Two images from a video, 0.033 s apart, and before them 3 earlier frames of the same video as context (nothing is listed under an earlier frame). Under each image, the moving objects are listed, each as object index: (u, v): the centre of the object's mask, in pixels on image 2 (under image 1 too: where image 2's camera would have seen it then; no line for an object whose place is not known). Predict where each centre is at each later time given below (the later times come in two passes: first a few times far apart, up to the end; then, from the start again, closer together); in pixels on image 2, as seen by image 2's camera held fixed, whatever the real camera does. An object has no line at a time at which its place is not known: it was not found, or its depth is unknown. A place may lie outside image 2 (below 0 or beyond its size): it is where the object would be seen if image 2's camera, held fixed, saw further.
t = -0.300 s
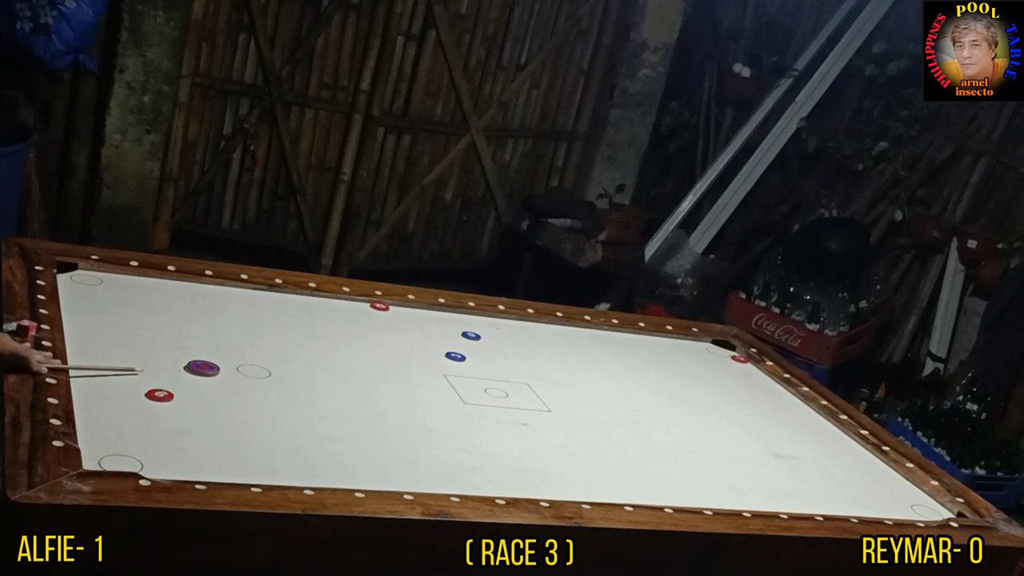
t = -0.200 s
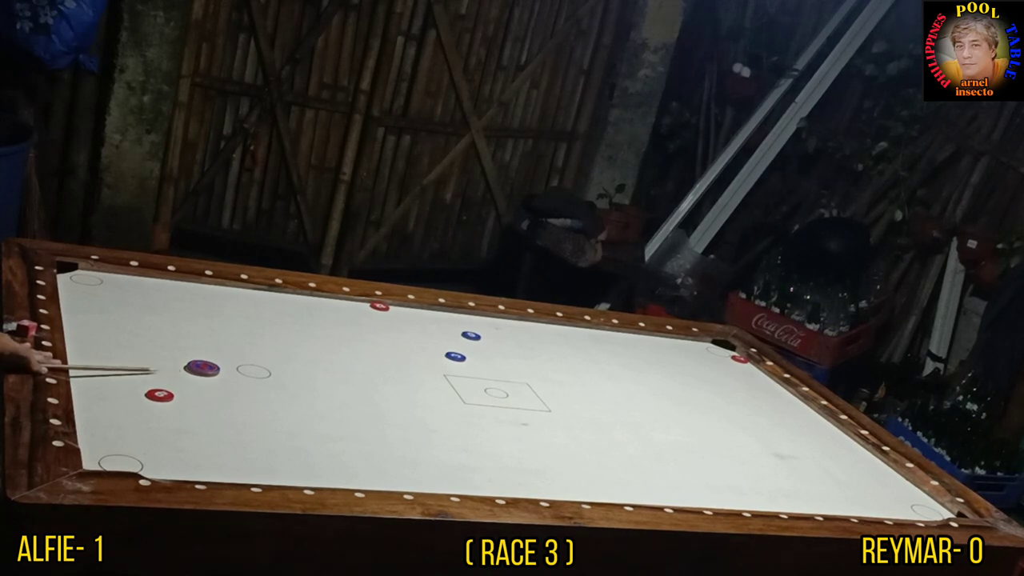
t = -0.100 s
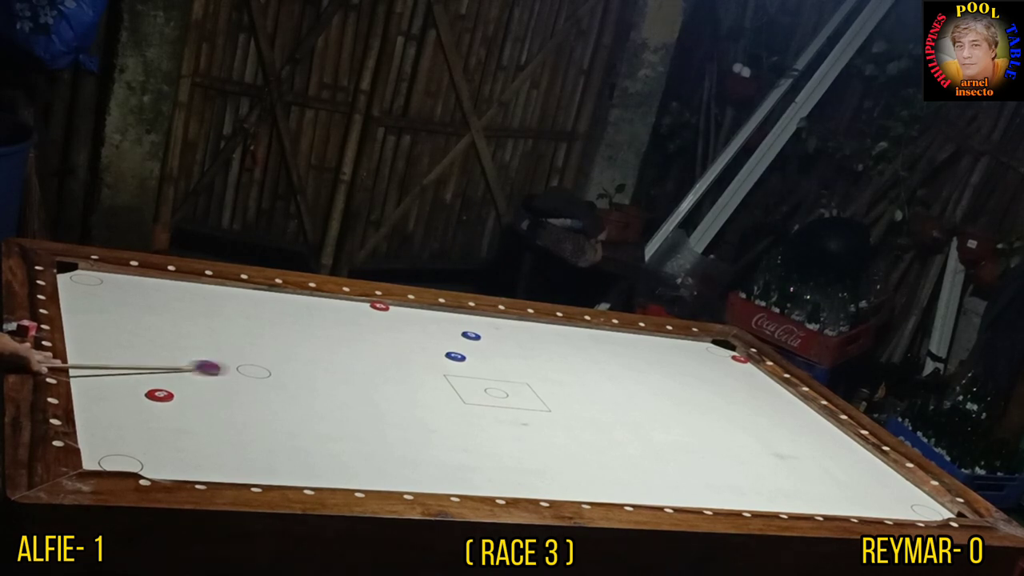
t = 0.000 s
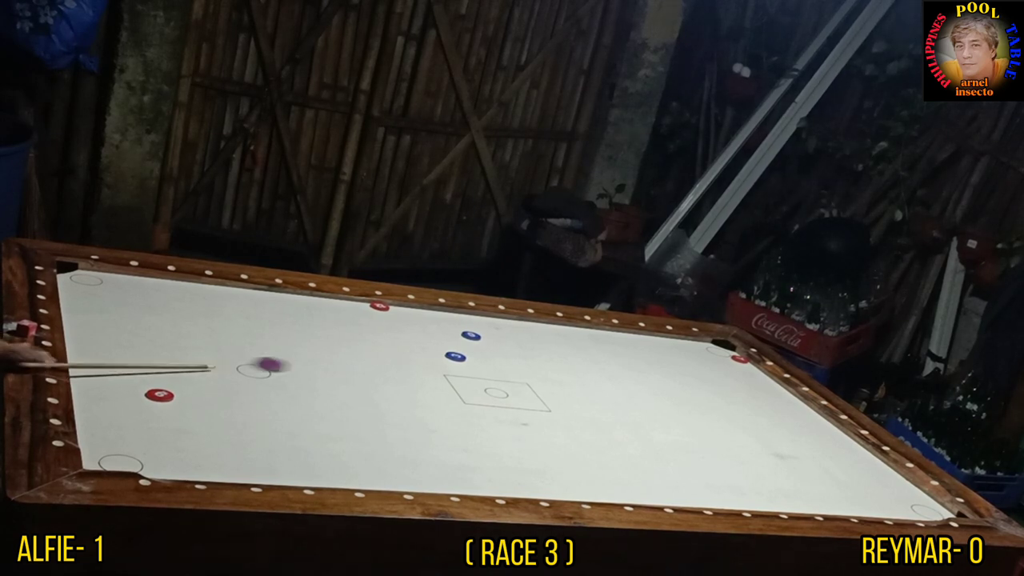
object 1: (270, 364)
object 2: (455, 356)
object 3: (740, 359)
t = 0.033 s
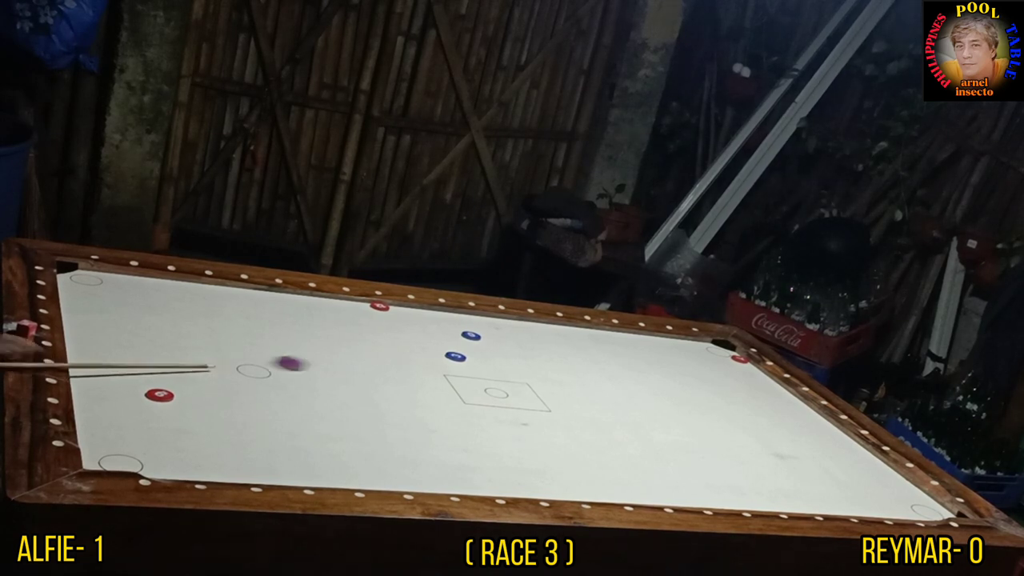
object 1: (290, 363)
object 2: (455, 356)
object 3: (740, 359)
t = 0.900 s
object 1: (519, 344)
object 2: (725, 352)
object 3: (741, 359)
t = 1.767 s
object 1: (549, 336)
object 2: (630, 379)
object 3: (714, 372)
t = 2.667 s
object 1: (549, 336)
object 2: (576, 391)
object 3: (713, 372)
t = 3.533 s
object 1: (549, 336)
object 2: (576, 390)
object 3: (713, 372)
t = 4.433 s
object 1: (549, 336)
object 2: (576, 391)
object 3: (713, 371)
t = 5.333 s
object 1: (549, 336)
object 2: (576, 390)
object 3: (713, 372)
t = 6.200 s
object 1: (549, 336)
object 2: (577, 390)
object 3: (713, 372)
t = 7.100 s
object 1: (549, 336)
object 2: (577, 391)
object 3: (713, 372)
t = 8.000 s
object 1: (549, 336)
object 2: (576, 390)
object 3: (713, 371)
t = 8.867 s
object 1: (549, 336)
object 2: (576, 390)
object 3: (713, 372)
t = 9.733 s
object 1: (549, 336)
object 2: (576, 390)
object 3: (713, 372)
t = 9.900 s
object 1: (549, 336)
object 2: (576, 390)
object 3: (713, 372)
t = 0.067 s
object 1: (309, 362)
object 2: (455, 356)
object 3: (740, 359)
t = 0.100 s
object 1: (326, 361)
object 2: (455, 356)
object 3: (740, 358)
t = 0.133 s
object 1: (343, 360)
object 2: (455, 356)
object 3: (740, 358)
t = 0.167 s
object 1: (360, 359)
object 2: (455, 356)
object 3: (740, 358)
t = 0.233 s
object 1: (393, 357)
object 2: (455, 356)
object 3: (740, 358)
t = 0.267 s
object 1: (408, 357)
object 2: (455, 356)
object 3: (740, 358)
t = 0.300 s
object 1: (423, 356)
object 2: (455, 356)
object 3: (740, 358)
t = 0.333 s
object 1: (436, 355)
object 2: (461, 356)
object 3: (740, 358)
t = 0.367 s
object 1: (442, 354)
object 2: (481, 355)
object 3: (740, 358)
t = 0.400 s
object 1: (449, 353)
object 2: (501, 355)
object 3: (740, 358)
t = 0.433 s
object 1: (455, 352)
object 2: (520, 355)
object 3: (740, 358)
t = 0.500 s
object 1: (467, 351)
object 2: (555, 355)
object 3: (740, 358)
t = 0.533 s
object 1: (472, 351)
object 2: (573, 355)
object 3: (740, 358)
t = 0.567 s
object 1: (478, 350)
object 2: (589, 355)
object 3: (740, 358)
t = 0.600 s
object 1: (483, 349)
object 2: (606, 354)
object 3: (740, 358)
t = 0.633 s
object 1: (488, 348)
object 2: (621, 354)
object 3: (740, 358)
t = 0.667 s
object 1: (492, 348)
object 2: (636, 354)
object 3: (740, 358)
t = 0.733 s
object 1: (501, 347)
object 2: (665, 354)
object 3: (740, 358)
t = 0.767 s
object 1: (505, 346)
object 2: (678, 353)
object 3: (740, 358)
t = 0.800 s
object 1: (509, 345)
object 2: (691, 353)
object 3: (740, 358)
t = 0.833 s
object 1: (512, 345)
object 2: (704, 353)
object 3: (740, 358)
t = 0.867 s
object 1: (516, 344)
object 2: (716, 353)
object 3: (740, 358)
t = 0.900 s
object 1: (519, 344)
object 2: (725, 352)
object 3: (741, 359)
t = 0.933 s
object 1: (522, 343)
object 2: (723, 348)
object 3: (740, 360)
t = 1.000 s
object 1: (528, 342)
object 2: (709, 347)
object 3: (736, 362)
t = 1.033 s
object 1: (530, 342)
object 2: (706, 349)
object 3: (735, 363)
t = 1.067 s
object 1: (532, 341)
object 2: (703, 351)
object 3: (733, 364)
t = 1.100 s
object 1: (535, 341)
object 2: (699, 352)
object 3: (732, 365)
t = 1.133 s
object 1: (536, 341)
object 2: (695, 354)
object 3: (731, 366)
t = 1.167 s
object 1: (539, 340)
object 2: (692, 356)
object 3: (729, 367)
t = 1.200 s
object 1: (540, 340)
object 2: (688, 357)
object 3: (728, 368)
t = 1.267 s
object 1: (543, 339)
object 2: (681, 360)
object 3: (726, 369)
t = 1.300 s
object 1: (544, 339)
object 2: (678, 361)
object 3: (725, 369)
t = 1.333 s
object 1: (545, 338)
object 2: (674, 363)
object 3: (724, 369)
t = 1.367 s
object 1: (546, 338)
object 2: (670, 364)
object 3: (723, 370)
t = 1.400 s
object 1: (547, 338)
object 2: (667, 366)
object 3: (722, 370)
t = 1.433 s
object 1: (548, 337)
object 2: (663, 367)
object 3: (721, 371)
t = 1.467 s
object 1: (548, 337)
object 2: (660, 369)
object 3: (720, 371)
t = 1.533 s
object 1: (549, 336)
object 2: (652, 371)
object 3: (719, 371)
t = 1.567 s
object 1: (549, 336)
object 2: (649, 373)
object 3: (718, 371)
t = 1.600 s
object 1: (549, 336)
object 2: (646, 374)
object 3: (717, 372)
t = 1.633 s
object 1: (549, 336)
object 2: (643, 375)
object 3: (716, 372)
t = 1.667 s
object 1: (549, 336)
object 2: (640, 376)
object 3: (716, 372)
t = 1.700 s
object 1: (550, 336)
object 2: (636, 377)
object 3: (715, 372)
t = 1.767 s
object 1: (549, 336)
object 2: (630, 379)
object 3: (714, 372)
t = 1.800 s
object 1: (549, 336)
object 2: (627, 380)
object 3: (714, 372)
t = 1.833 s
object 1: (549, 336)
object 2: (624, 381)
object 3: (714, 372)
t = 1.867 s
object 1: (549, 336)
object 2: (621, 382)
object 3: (714, 372)
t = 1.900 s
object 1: (550, 336)
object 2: (619, 383)
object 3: (713, 372)
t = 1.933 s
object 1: (549, 336)
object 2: (616, 384)
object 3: (713, 372)
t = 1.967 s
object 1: (549, 336)
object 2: (613, 385)
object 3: (713, 372)
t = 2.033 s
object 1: (549, 336)
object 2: (607, 386)
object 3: (713, 372)
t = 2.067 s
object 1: (550, 336)
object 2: (604, 387)
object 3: (713, 372)
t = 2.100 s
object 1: (550, 336)
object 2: (602, 387)
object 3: (713, 372)
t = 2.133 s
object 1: (549, 336)
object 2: (599, 388)
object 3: (713, 372)
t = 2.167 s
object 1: (549, 336)
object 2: (597, 389)
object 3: (713, 372)
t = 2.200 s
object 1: (549, 336)
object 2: (594, 390)
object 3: (713, 372)
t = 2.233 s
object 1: (549, 336)
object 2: (592, 390)
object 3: (713, 372)
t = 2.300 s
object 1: (549, 336)
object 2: (587, 391)
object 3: (713, 372)
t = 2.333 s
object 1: (549, 336)
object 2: (585, 391)
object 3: (713, 372)
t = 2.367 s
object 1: (549, 336)
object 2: (583, 392)
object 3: (713, 372)
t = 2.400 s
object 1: (549, 336)
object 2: (581, 392)
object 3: (713, 372)
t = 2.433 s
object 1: (549, 336)
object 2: (580, 392)
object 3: (713, 372)
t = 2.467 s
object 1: (549, 336)
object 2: (579, 392)
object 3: (713, 372)
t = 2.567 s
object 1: (549, 336)
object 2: (578, 392)
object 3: (713, 372)
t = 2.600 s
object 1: (549, 336)
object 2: (577, 392)
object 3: (713, 372)
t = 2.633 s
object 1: (549, 336)
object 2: (577, 391)
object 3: (713, 372)
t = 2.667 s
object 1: (549, 336)
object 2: (576, 391)
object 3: (713, 372)
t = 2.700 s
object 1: (549, 336)
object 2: (576, 391)
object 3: (713, 372)
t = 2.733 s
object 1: (549, 336)
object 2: (576, 391)
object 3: (713, 372)
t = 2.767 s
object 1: (549, 336)
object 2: (576, 391)
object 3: (713, 372)
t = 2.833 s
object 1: (549, 336)
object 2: (576, 391)
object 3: (713, 372)
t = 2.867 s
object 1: (549, 336)
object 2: (576, 391)
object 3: (713, 372)
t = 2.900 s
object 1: (549, 336)
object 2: (576, 391)
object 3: (713, 372)
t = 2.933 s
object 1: (549, 336)
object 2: (576, 391)
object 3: (713, 372)
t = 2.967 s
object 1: (549, 336)
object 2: (576, 391)
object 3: (713, 372)
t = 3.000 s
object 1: (549, 336)
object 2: (576, 391)
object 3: (713, 372)
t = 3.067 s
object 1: (549, 336)
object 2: (576, 391)
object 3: (713, 372)
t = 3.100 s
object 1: (549, 336)
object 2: (576, 391)
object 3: (713, 372)
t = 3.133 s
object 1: (549, 336)
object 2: (576, 391)
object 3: (713, 372)
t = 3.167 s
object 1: (549, 336)
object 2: (576, 391)
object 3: (713, 372)
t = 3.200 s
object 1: (549, 336)
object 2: (576, 391)
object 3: (713, 372)
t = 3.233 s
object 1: (549, 336)
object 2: (576, 391)
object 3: (713, 372)
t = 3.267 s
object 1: (549, 336)
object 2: (576, 391)
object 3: (713, 372)
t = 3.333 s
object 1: (549, 336)
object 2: (576, 391)
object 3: (713, 372)
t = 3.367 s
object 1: (549, 336)
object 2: (576, 391)
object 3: (713, 372)
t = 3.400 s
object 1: (549, 336)
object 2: (576, 391)
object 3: (713, 372)
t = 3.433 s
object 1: (549, 336)
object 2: (576, 391)
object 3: (713, 372)
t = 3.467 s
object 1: (549, 336)
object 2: (576, 391)
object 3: (713, 372)
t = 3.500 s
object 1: (549, 336)
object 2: (576, 391)
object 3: (713, 372)
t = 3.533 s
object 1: (549, 336)
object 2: (576, 390)
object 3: (713, 372)
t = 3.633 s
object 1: (549, 336)
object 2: (576, 391)
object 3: (713, 371)
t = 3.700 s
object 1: (549, 336)
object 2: (576, 391)
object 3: (713, 371)
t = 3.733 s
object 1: (549, 336)
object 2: (576, 391)
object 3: (713, 371)
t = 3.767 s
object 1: (549, 336)
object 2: (576, 391)
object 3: (713, 371)
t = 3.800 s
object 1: (549, 336)
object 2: (576, 391)
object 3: (713, 371)
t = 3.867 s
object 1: (549, 336)
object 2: (576, 391)
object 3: (713, 371)
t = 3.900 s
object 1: (549, 336)
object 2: (576, 391)
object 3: (713, 371)
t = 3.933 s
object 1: (549, 336)
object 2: (576, 391)
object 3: (713, 371)
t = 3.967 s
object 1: (549, 336)
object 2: (576, 391)
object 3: (713, 371)
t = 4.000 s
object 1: (549, 336)
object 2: (576, 391)
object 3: (713, 371)
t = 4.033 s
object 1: (549, 336)
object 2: (576, 391)
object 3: (713, 371)
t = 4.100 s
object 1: (549, 336)
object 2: (576, 391)
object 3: (713, 371)
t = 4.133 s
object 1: (549, 336)
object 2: (576, 391)
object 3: (713, 371)
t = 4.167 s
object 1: (549, 336)
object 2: (576, 391)
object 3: (713, 371)
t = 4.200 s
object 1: (549, 336)
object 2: (576, 391)
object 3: (713, 371)
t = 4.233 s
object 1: (549, 336)
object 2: (576, 391)
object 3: (713, 371)
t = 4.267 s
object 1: (549, 336)
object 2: (576, 391)
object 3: (713, 371)
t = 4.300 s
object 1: (549, 336)
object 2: (576, 391)
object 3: (713, 371)
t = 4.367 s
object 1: (549, 336)
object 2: (576, 391)
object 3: (713, 371)
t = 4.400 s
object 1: (549, 336)
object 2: (576, 391)
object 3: (713, 371)
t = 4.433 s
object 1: (549, 336)
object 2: (576, 391)
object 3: (713, 371)
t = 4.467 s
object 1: (549, 336)
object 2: (576, 391)
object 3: (713, 371)
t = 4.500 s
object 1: (549, 336)
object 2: (576, 391)
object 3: (713, 371)
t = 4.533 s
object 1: (549, 336)
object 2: (576, 391)
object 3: (713, 371)
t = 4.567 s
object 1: (549, 336)
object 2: (576, 391)
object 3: (713, 371)
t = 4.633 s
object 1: (549, 336)
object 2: (576, 390)
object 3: (713, 371)
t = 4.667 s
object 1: (549, 336)
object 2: (576, 391)
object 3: (713, 371)
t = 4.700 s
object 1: (549, 336)
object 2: (576, 390)
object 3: (713, 371)
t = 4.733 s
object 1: (549, 336)
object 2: (576, 390)
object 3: (712, 371)
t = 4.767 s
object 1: (549, 336)
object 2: (576, 390)
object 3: (713, 371)
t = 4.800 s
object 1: (549, 336)
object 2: (576, 390)
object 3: (713, 371)
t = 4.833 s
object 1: (549, 336)
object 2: (576, 391)
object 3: (713, 371)
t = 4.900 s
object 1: (549, 336)
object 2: (576, 390)
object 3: (713, 371)
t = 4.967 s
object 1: (549, 336)
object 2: (576, 390)
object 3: (713, 371)
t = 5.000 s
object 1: (549, 336)
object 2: (576, 390)
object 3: (713, 371)
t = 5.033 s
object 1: (549, 336)
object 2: (576, 390)
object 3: (713, 371)
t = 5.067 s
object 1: (549, 336)
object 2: (576, 390)
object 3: (713, 371)
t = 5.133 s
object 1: (549, 336)
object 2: (576, 390)
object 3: (713, 371)
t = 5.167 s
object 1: (549, 336)
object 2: (576, 390)
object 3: (713, 371)
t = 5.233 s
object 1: (549, 336)
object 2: (576, 390)
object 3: (713, 371)
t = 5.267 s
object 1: (549, 336)
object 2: (576, 390)
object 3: (713, 371)
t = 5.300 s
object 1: (549, 336)
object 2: (576, 390)
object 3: (713, 372)
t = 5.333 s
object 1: (549, 336)
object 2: (576, 390)
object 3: (713, 372)
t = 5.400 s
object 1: (549, 336)
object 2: (576, 390)
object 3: (713, 372)
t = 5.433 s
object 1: (549, 336)
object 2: (576, 390)
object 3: (713, 372)
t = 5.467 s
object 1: (549, 336)
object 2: (577, 390)
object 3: (713, 371)
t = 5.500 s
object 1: (549, 336)
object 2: (577, 390)
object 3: (713, 371)
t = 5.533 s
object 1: (549, 336)
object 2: (577, 390)
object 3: (713, 371)
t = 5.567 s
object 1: (549, 336)
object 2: (576, 390)
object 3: (713, 371)
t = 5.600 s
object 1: (549, 336)
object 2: (577, 390)
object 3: (713, 371)
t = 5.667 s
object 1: (549, 336)
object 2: (576, 390)
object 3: (713, 371)
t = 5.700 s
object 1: (549, 336)
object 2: (577, 390)
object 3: (713, 371)
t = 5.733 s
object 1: (549, 336)
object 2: (577, 390)
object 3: (713, 372)
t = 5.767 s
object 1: (549, 336)
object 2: (577, 390)
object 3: (713, 372)
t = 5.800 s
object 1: (549, 336)
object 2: (577, 390)
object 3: (713, 372)
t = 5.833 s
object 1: (549, 336)
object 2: (577, 390)
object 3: (713, 372)
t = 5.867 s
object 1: (549, 336)
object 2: (577, 390)
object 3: (713, 372)
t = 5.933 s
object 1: (549, 336)
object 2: (577, 390)
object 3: (713, 372)
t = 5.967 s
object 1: (549, 336)
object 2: (577, 390)
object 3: (713, 372)
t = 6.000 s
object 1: (549, 336)
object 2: (577, 390)
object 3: (713, 372)
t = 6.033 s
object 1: (549, 336)
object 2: (577, 390)
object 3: (713, 372)
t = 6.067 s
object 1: (549, 336)
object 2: (577, 390)
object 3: (713, 372)
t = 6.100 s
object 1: (549, 336)
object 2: (577, 390)
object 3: (713, 372)
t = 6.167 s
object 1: (549, 336)
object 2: (577, 390)
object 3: (713, 372)
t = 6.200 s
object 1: (549, 336)
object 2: (577, 390)
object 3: (713, 372)
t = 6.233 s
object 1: (549, 336)
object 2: (577, 390)
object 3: (713, 372)
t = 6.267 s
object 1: (549, 336)
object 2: (577, 390)
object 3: (713, 372)
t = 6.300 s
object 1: (549, 336)
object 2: (577, 390)
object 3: (713, 372)
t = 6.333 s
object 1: (549, 336)
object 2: (577, 390)
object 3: (713, 372)
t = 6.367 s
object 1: (549, 336)
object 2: (577, 390)
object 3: (713, 372)
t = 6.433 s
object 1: (549, 336)
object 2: (577, 390)
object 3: (713, 372)
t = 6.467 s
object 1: (549, 336)
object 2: (577, 390)
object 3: (713, 372)
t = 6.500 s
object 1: (549, 336)
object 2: (577, 390)
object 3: (713, 372)
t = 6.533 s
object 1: (549, 336)
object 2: (576, 390)
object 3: (713, 372)
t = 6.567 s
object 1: (549, 336)
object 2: (577, 390)
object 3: (713, 372)
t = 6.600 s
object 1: (549, 336)
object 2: (577, 390)
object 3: (713, 372)
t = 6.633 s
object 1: (549, 336)
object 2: (577, 390)
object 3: (713, 372)
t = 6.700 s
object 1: (549, 336)
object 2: (577, 390)
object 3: (713, 372)
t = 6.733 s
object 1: (549, 336)
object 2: (577, 390)
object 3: (713, 372)
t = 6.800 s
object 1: (549, 336)
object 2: (577, 390)
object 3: (713, 372)
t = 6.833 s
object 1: (549, 336)
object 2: (577, 390)
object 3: (713, 372)
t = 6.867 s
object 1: (549, 336)
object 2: (577, 390)
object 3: (713, 372)
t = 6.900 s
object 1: (549, 336)
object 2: (577, 390)
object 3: (713, 372)
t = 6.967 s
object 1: (549, 336)
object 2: (577, 390)
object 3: (713, 372)
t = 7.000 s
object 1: (549, 336)
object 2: (577, 390)
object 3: (713, 372)
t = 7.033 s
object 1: (549, 336)
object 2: (577, 391)
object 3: (713, 372)
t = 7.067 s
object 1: (549, 336)
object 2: (577, 390)
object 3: (713, 372)
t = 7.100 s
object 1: (549, 336)
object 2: (577, 391)
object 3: (713, 372)
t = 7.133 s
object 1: (549, 336)
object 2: (577, 390)
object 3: (713, 372)
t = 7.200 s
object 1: (549, 336)
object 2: (576, 391)
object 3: (713, 372)
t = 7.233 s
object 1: (549, 336)
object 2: (577, 391)
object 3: (713, 372)
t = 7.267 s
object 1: (549, 336)
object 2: (576, 391)
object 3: (713, 372)
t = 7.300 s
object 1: (549, 336)
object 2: (577, 391)
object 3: (713, 372)
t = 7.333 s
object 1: (549, 336)
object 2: (576, 391)
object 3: (713, 372)
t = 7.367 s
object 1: (549, 336)
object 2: (577, 391)
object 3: (713, 372)
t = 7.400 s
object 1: (549, 336)
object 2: (576, 391)
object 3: (713, 372)
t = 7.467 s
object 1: (549, 336)
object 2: (576, 391)
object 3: (713, 372)
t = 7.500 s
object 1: (549, 336)
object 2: (576, 390)
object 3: (713, 372)
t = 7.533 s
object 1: (549, 336)
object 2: (576, 390)
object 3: (713, 372)
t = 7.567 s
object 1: (549, 336)
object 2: (576, 391)
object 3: (713, 372)
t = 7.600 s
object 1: (549, 336)
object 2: (576, 390)
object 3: (713, 372)
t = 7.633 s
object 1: (549, 336)
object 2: (576, 391)
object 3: (713, 372)
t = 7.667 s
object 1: (549, 336)
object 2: (576, 391)
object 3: (713, 372)
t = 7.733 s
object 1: (549, 336)
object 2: (576, 391)
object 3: (713, 372)
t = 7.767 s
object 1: (549, 336)
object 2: (576, 390)
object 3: (713, 372)
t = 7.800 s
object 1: (549, 336)
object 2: (576, 390)
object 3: (713, 372)
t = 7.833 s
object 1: (549, 336)
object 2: (576, 390)
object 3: (713, 371)
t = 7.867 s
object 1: (549, 336)
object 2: (576, 390)
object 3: (713, 371)
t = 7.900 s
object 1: (549, 336)
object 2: (576, 390)
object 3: (713, 371)
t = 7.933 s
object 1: (549, 336)
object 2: (576, 390)
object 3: (713, 371)
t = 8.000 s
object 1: (549, 336)
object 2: (576, 390)
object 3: (713, 371)
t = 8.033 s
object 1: (549, 336)
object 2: (576, 391)
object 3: (713, 372)
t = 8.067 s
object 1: (549, 336)
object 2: (576, 390)
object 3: (713, 372)
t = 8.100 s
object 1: (549, 336)
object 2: (576, 390)
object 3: (713, 372)
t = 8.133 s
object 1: (549, 336)
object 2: (576, 390)
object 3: (713, 372)
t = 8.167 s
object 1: (549, 336)
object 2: (576, 390)
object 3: (713, 372)
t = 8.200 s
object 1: (549, 336)
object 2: (576, 391)
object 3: (713, 372)
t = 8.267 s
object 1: (549, 336)
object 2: (576, 391)
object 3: (713, 372)
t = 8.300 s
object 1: (549, 336)
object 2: (576, 390)
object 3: (713, 372)
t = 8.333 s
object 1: (549, 336)
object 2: (576, 391)
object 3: (713, 372)
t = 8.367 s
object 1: (549, 336)
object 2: (576, 390)
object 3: (713, 372)
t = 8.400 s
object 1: (549, 336)
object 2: (576, 390)
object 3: (713, 372)
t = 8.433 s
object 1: (549, 336)
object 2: (576, 390)
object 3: (713, 372)
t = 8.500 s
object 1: (549, 336)
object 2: (576, 390)
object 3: (713, 372)
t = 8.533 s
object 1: (549, 336)
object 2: (576, 390)
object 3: (713, 372)
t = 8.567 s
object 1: (549, 336)
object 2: (576, 390)
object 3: (713, 372)
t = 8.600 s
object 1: (549, 336)
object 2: (576, 390)
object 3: (713, 372)
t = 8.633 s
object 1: (549, 336)
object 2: (576, 390)
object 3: (713, 372)
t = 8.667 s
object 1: (549, 336)
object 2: (576, 390)
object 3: (713, 372)
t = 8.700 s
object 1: (549, 336)
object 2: (576, 390)
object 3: (713, 372)
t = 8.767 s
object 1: (549, 336)
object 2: (576, 390)
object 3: (713, 372)
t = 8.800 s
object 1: (549, 336)
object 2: (576, 390)
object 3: (713, 372)
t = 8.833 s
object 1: (549, 336)
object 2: (576, 390)
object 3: (713, 372)
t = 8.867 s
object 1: (549, 336)
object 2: (576, 390)
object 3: (713, 372)
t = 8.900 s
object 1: (549, 336)
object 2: (576, 390)
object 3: (713, 372)
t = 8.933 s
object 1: (549, 336)
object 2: (576, 390)
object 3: (713, 372)
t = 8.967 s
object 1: (549, 336)
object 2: (576, 390)
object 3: (713, 372)
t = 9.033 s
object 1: (549, 336)
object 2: (576, 390)
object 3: (713, 372)
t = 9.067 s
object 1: (549, 336)
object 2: (576, 390)
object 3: (713, 372)
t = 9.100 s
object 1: (549, 336)
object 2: (576, 390)
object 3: (713, 372)
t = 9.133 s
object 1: (549, 336)
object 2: (576, 390)
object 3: (713, 372)
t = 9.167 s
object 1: (549, 336)
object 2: (576, 390)
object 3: (713, 372)
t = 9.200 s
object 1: (549, 336)
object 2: (576, 390)
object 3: (713, 372)
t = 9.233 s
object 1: (549, 336)
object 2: (576, 390)
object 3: (713, 372)
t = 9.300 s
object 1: (549, 336)
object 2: (576, 390)
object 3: (713, 372)
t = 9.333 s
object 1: (549, 336)
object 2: (576, 390)
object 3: (713, 372)
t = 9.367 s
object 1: (549, 336)
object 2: (576, 390)
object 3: (713, 372)
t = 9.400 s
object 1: (549, 336)
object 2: (576, 390)
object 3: (713, 372)
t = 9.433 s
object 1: (549, 336)
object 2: (576, 390)
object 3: (713, 372)
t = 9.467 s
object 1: (549, 336)
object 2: (576, 390)
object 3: (713, 372)
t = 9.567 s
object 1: (549, 336)
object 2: (576, 390)
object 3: (713, 372)
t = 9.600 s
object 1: (549, 336)
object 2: (576, 390)
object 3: (713, 372)
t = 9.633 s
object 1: (549, 336)
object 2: (576, 390)
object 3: (713, 372)
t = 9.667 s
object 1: (549, 336)
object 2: (576, 390)
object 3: (713, 372)
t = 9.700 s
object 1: (549, 336)
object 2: (576, 390)
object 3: (713, 372)
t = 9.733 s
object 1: (549, 336)
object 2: (576, 390)
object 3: (713, 372)
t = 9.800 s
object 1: (549, 336)
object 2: (576, 390)
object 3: (713, 372)
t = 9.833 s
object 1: (549, 336)
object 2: (576, 390)
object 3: (713, 372)
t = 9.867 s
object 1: (549, 336)
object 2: (576, 390)
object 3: (713, 372)
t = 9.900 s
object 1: (549, 336)
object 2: (576, 390)
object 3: (713, 372)
